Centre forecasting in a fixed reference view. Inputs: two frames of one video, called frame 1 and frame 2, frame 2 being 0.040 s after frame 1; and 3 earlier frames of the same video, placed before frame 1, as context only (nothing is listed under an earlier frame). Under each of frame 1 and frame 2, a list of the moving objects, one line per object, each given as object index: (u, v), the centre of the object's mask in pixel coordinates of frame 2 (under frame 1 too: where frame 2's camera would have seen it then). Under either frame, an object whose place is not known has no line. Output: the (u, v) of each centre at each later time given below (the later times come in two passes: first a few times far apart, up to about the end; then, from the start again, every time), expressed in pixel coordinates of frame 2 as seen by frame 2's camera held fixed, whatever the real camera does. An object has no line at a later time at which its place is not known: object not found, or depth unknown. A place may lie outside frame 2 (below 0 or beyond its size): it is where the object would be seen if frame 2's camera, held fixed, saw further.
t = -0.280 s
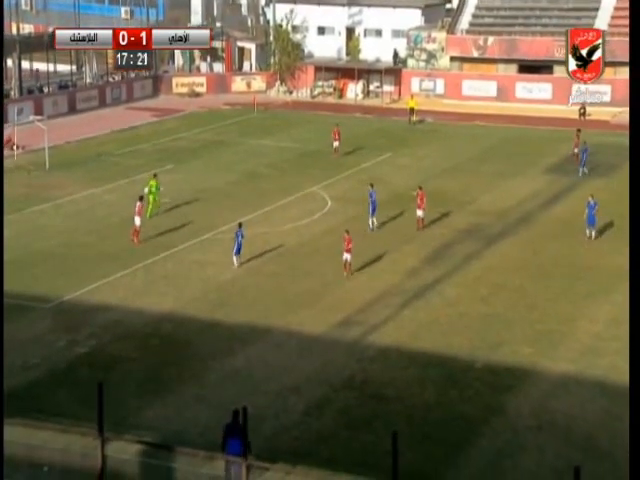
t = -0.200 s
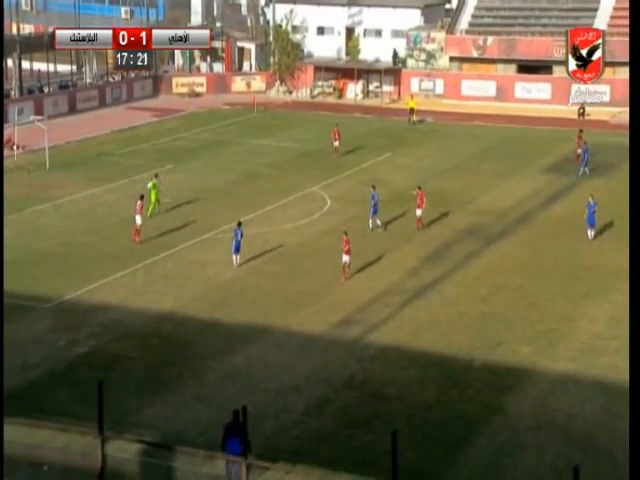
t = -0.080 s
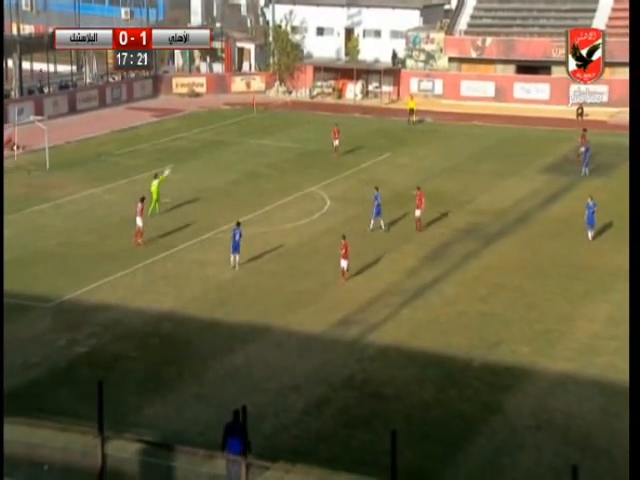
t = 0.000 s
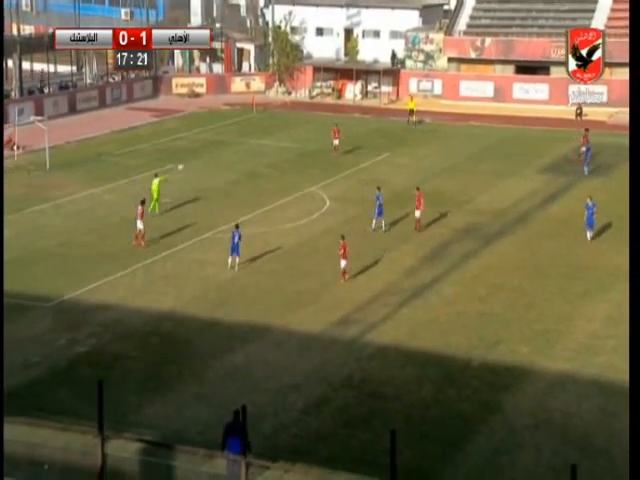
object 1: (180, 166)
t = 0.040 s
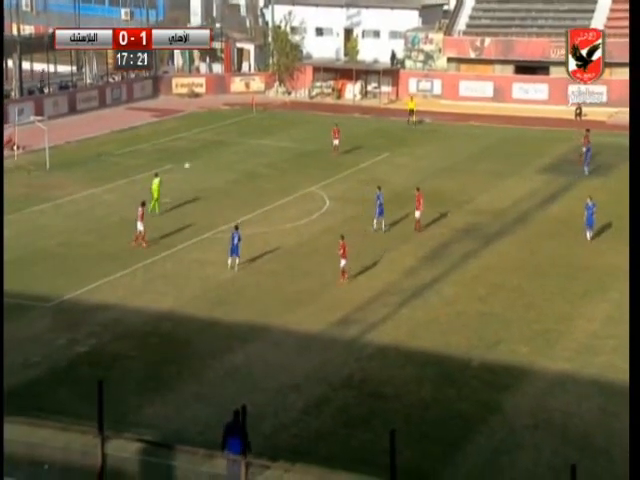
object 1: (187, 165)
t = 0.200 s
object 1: (210, 162)
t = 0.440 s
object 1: (244, 165)
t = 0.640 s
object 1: (271, 175)
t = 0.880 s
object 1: (296, 155)
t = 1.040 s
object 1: (311, 149)
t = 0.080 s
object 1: (193, 163)
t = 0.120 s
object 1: (200, 162)
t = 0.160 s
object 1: (205, 162)
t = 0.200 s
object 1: (210, 162)
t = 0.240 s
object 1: (216, 162)
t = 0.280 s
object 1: (221, 162)
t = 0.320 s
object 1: (227, 163)
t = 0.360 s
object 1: (233, 164)
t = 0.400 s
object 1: (238, 164)
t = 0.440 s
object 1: (244, 165)
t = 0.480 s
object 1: (249, 166)
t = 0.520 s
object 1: (256, 169)
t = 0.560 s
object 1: (260, 170)
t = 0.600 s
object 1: (265, 172)
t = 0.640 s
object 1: (271, 175)
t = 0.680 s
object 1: (276, 172)
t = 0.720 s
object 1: (280, 168)
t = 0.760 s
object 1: (284, 165)
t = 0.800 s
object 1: (288, 162)
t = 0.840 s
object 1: (292, 158)
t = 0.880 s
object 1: (296, 155)
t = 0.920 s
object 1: (299, 153)
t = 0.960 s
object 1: (303, 151)
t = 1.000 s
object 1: (307, 151)
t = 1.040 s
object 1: (311, 149)
